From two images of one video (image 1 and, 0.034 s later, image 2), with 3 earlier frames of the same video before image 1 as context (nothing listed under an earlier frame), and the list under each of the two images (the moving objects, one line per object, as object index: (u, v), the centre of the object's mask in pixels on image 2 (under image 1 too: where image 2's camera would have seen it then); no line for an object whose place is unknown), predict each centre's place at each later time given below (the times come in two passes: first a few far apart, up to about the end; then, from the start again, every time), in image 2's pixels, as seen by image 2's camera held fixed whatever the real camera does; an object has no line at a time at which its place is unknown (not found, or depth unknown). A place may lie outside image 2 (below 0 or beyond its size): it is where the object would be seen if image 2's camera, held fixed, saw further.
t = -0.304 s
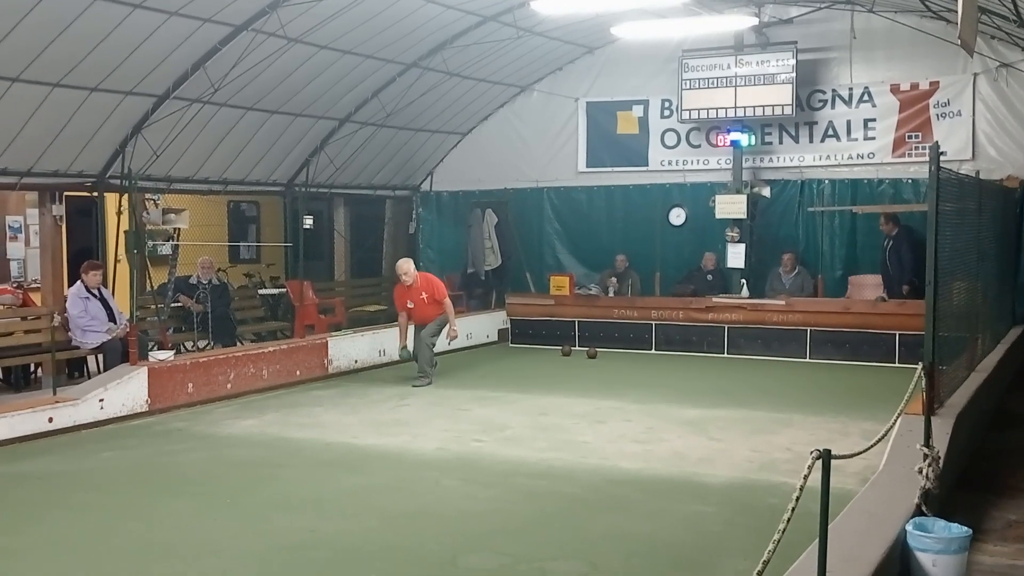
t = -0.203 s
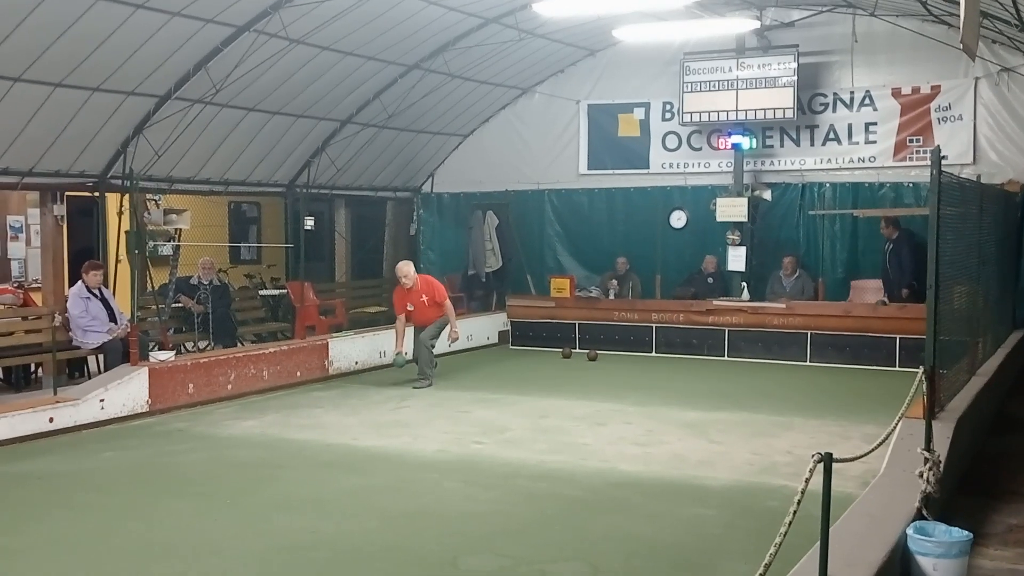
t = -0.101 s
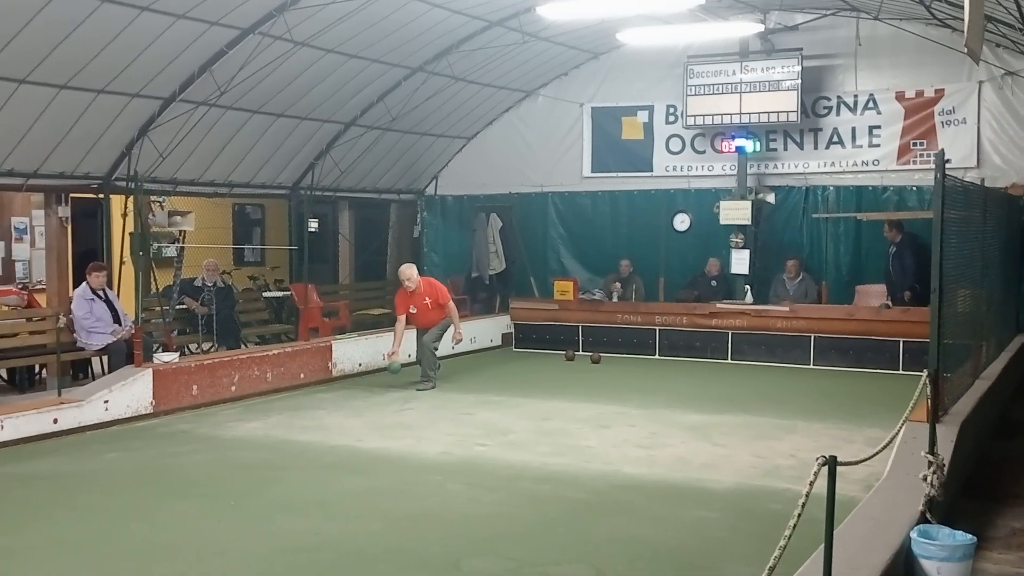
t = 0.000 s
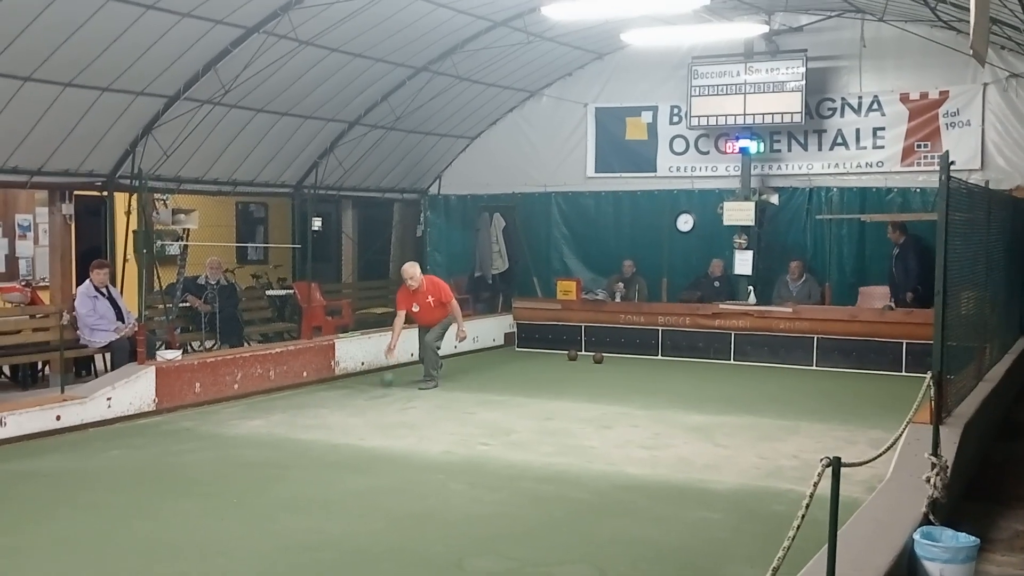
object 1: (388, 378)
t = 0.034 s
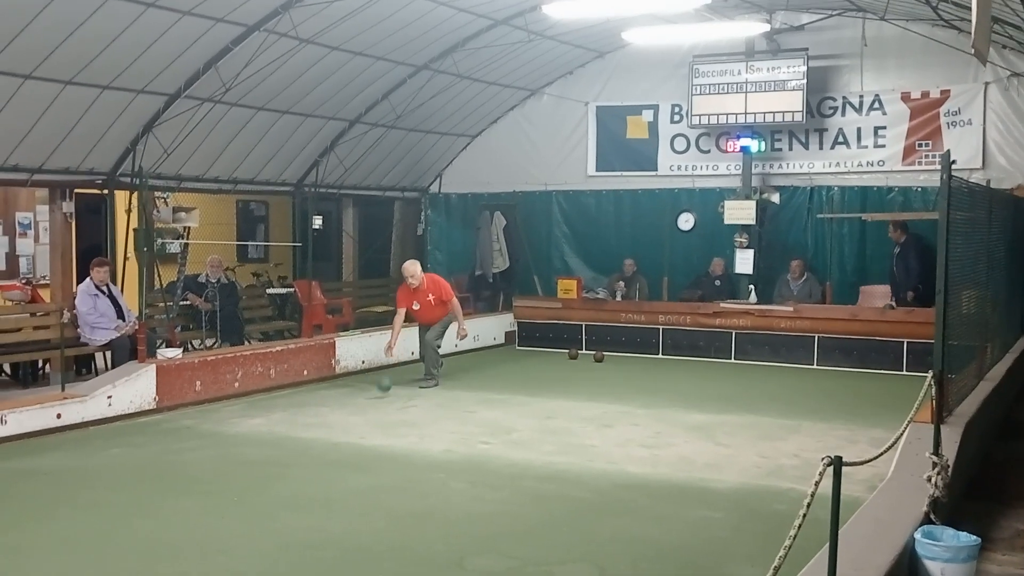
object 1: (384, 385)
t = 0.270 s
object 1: (368, 401)
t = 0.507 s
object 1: (351, 411)
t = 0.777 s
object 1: (328, 424)
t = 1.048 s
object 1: (303, 438)
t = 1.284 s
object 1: (279, 453)
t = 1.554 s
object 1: (248, 471)
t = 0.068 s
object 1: (381, 393)
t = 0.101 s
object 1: (379, 392)
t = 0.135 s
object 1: (377, 393)
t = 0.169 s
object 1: (375, 395)
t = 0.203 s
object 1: (373, 399)
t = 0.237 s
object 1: (371, 400)
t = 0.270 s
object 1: (368, 401)
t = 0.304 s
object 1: (366, 402)
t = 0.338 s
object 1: (363, 403)
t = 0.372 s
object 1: (361, 405)
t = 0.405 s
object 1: (359, 406)
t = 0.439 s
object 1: (356, 408)
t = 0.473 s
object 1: (353, 409)
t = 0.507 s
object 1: (351, 411)
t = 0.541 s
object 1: (348, 412)
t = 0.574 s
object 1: (346, 414)
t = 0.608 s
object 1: (343, 416)
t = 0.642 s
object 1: (340, 417)
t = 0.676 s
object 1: (337, 419)
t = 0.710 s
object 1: (334, 420)
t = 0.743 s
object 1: (331, 422)
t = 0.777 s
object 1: (328, 424)
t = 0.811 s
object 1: (326, 425)
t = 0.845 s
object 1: (323, 427)
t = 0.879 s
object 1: (320, 429)
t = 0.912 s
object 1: (316, 430)
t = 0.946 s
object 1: (313, 432)
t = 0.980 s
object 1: (310, 434)
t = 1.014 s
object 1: (307, 436)
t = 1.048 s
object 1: (303, 438)
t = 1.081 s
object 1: (300, 440)
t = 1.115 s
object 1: (297, 442)
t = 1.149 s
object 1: (293, 444)
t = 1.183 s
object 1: (290, 446)
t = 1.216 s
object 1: (287, 447)
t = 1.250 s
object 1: (283, 451)
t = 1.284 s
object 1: (279, 453)
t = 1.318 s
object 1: (276, 455)
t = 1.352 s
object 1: (272, 457)
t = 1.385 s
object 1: (268, 459)
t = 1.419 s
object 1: (264, 461)
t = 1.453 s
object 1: (260, 464)
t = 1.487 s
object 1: (257, 466)
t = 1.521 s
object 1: (252, 468)
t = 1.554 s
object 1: (248, 471)
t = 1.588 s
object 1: (244, 473)
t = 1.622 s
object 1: (240, 476)
